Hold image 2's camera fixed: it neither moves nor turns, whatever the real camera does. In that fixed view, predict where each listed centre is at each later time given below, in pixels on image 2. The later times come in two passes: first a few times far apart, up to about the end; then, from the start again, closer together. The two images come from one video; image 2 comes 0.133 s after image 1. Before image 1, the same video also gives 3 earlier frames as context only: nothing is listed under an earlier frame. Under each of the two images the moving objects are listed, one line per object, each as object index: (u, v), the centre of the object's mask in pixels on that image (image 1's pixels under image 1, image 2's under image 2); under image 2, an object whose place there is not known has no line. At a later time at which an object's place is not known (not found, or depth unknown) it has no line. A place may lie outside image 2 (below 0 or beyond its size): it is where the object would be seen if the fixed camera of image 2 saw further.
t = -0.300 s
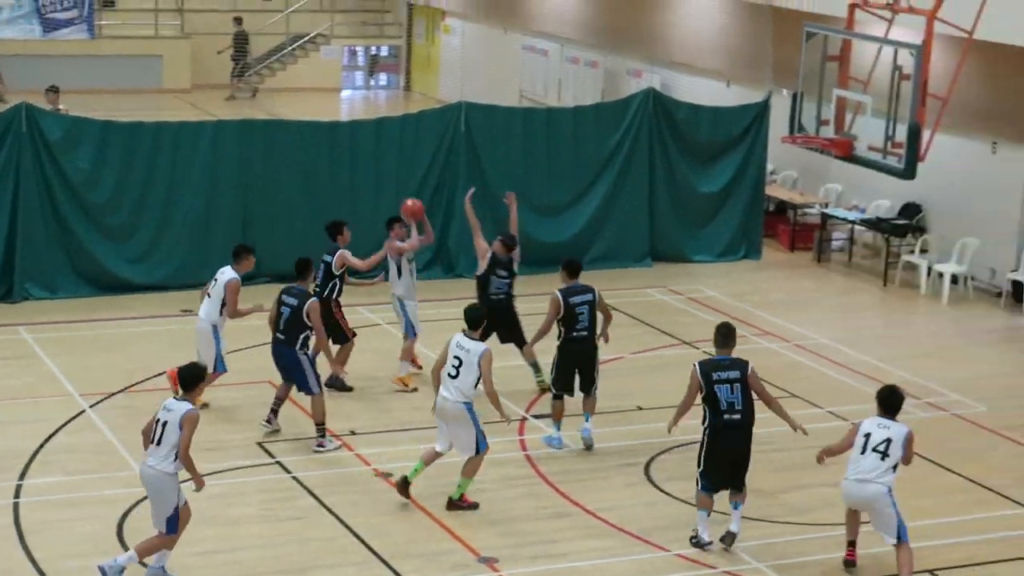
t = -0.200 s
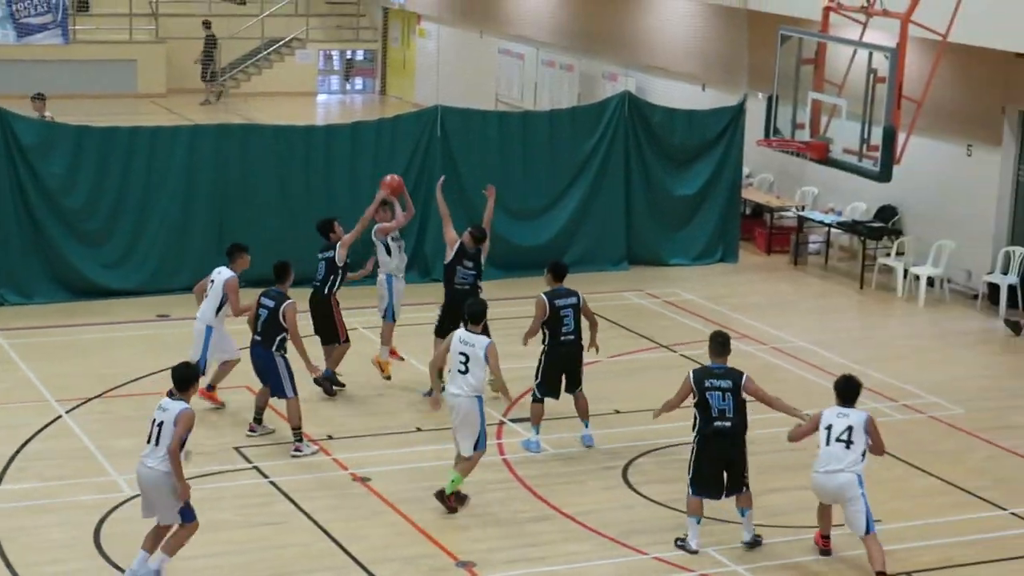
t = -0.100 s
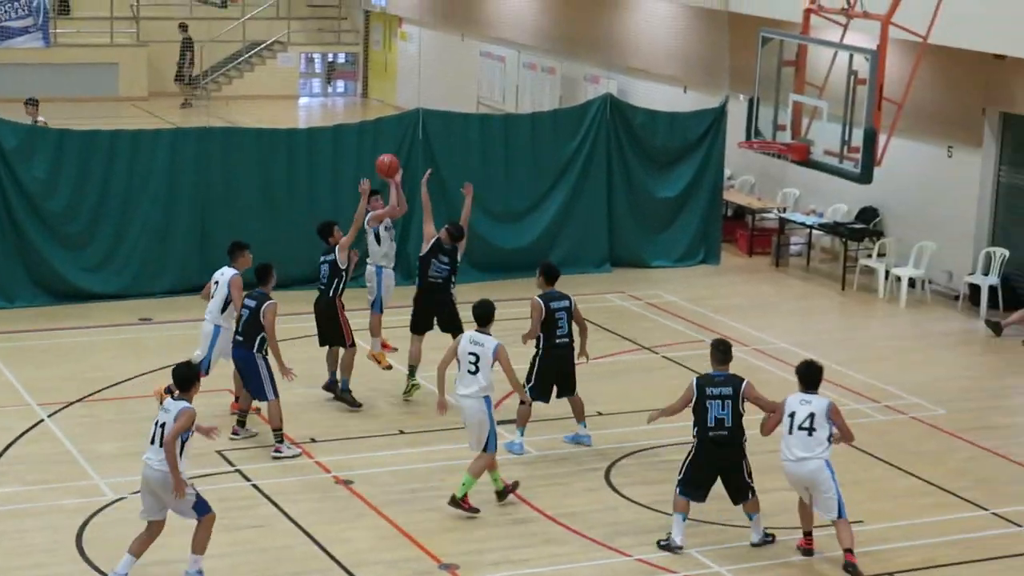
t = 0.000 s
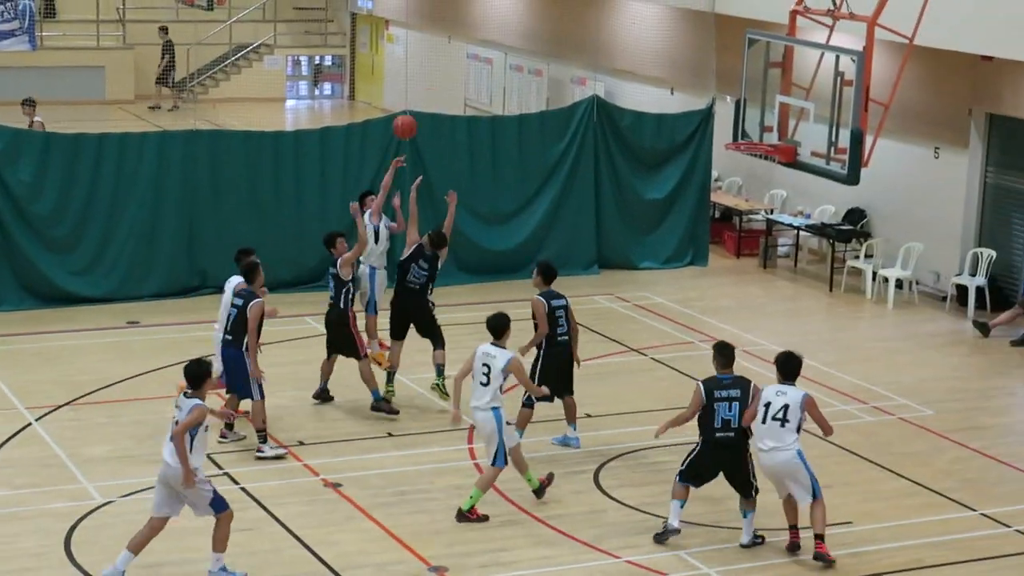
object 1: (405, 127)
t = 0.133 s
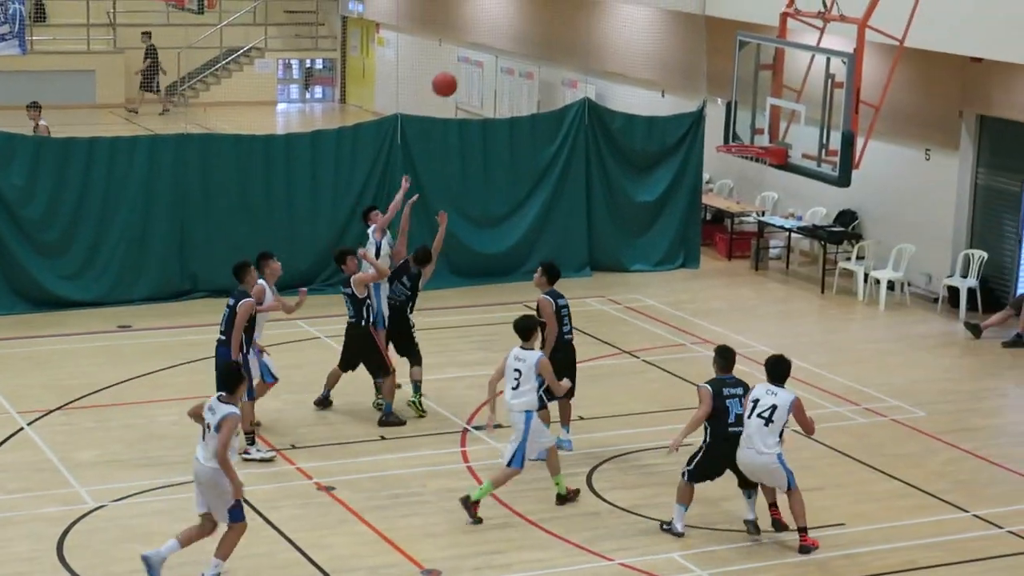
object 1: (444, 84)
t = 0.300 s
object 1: (507, 51)
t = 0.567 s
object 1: (611, 57)
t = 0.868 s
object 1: (715, 131)
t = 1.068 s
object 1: (718, 123)
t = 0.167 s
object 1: (456, 76)
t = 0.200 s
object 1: (469, 68)
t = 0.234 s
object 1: (482, 61)
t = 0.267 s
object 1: (494, 56)
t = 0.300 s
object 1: (507, 51)
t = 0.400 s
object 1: (546, 45)
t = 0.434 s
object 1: (559, 45)
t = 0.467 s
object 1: (572, 46)
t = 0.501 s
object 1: (585, 49)
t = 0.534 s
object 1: (598, 52)
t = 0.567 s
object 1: (611, 57)
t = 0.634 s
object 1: (638, 70)
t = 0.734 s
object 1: (678, 100)
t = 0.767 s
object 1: (691, 113)
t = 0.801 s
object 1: (704, 126)
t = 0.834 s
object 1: (714, 136)
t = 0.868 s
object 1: (715, 131)
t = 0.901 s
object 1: (716, 127)
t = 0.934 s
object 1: (716, 124)
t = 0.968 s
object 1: (717, 122)
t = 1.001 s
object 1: (717, 121)
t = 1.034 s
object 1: (717, 121)
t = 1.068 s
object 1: (718, 123)
